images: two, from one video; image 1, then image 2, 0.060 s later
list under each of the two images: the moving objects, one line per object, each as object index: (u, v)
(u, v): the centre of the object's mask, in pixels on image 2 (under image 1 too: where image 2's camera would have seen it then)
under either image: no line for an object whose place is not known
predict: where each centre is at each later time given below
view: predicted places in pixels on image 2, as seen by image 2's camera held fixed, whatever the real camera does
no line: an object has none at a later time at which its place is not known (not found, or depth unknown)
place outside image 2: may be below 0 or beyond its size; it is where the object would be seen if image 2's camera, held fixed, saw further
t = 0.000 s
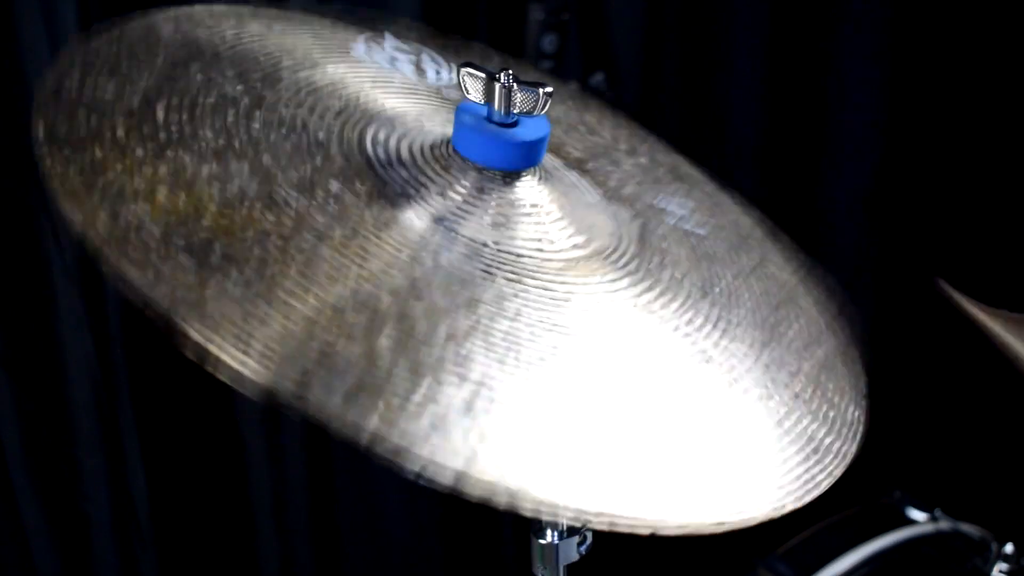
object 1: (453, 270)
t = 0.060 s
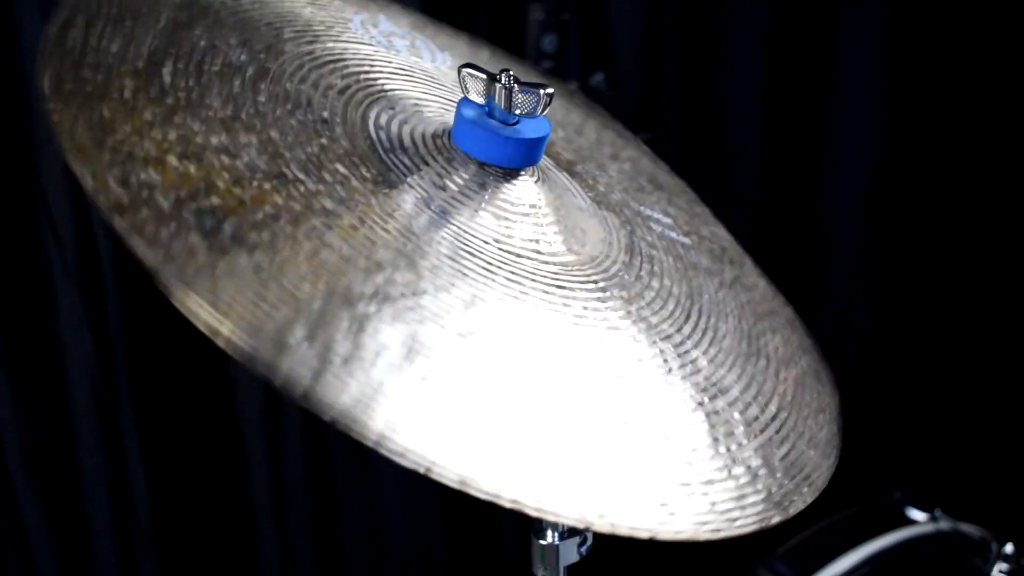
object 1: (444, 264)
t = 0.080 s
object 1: (445, 262)
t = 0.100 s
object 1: (444, 260)
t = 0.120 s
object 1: (445, 261)
